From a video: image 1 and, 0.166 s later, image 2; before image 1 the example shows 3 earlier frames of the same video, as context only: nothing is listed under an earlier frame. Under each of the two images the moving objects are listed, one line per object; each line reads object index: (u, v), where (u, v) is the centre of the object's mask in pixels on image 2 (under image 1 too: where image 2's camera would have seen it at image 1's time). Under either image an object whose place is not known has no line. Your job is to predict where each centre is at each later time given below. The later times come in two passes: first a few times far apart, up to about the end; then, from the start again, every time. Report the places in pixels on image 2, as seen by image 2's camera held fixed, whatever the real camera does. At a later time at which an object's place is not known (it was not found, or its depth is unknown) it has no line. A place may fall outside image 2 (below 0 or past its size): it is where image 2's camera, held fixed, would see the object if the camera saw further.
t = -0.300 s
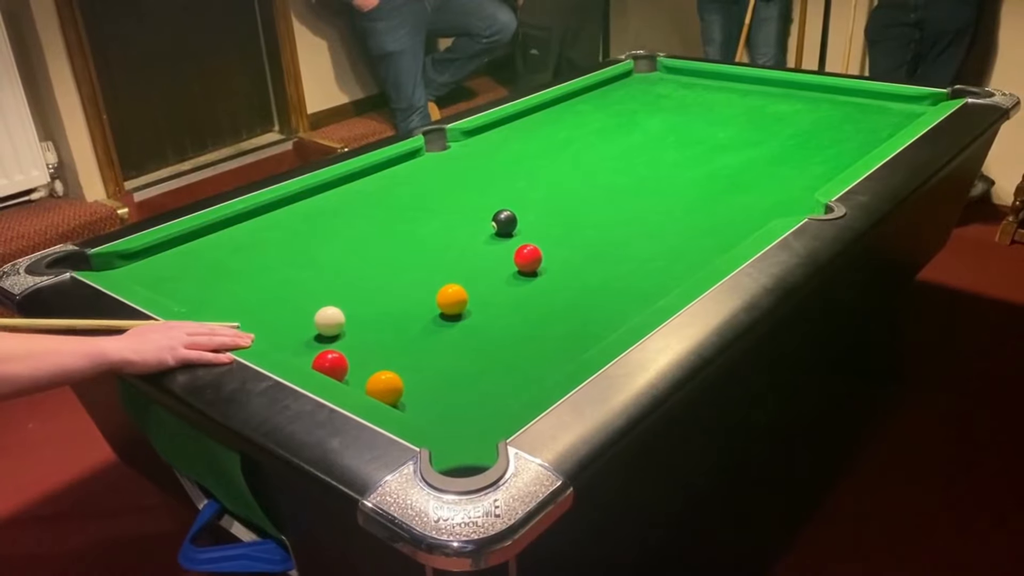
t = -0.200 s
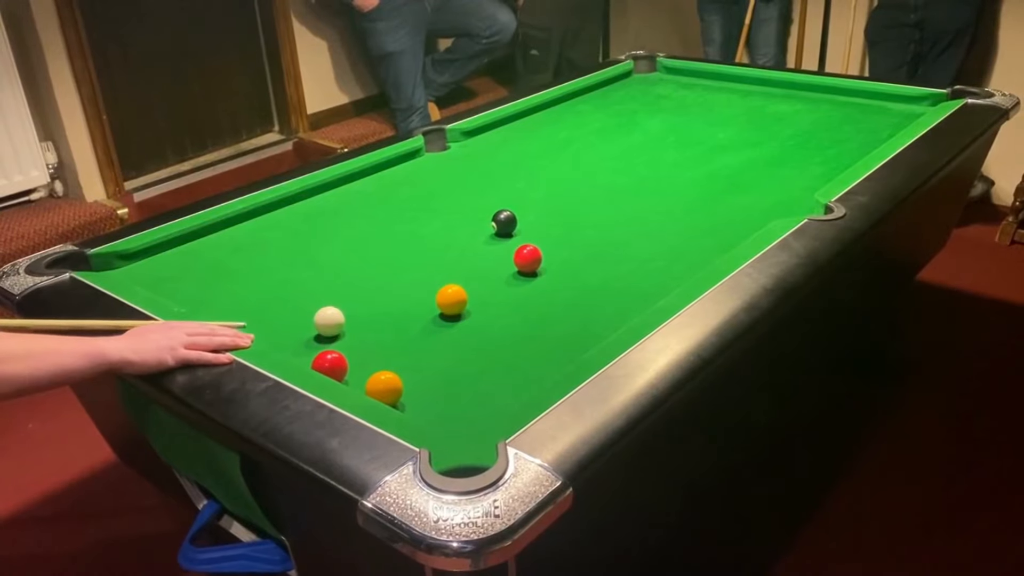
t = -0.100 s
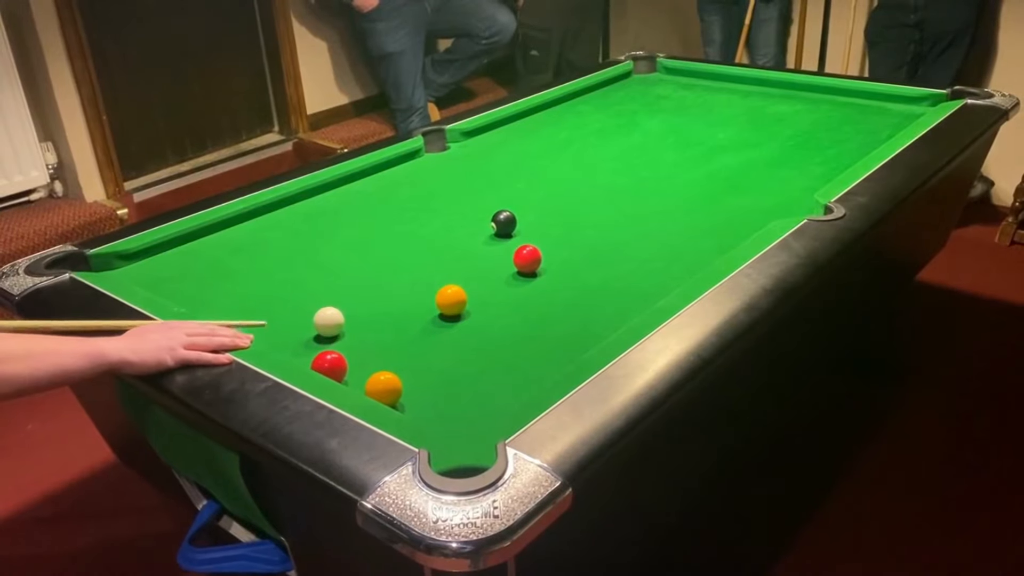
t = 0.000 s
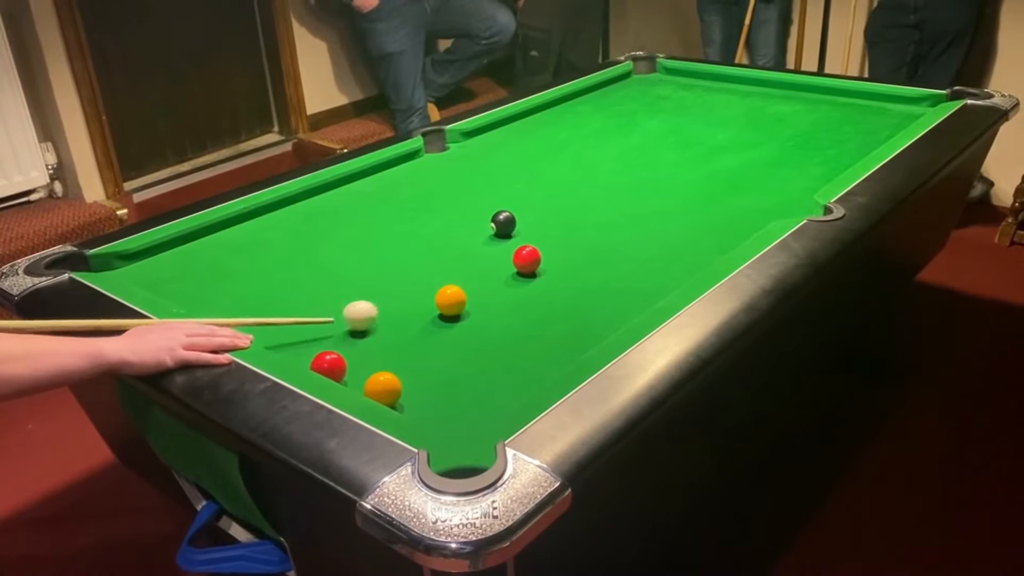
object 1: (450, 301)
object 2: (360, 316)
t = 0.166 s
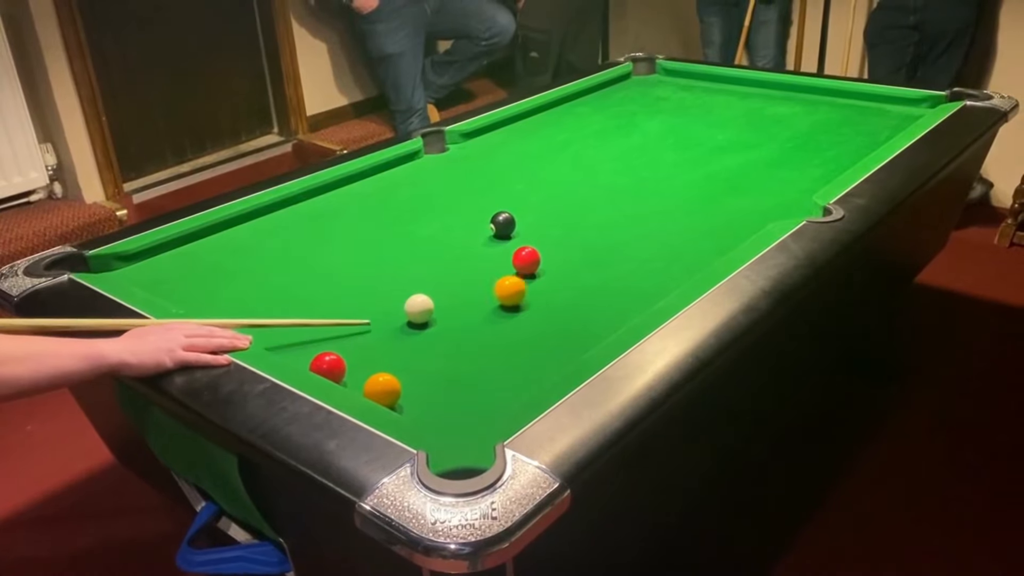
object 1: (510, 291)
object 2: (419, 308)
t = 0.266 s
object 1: (555, 283)
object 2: (424, 308)
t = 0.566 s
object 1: (675, 262)
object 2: (432, 308)
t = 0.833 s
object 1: (716, 239)
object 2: (432, 308)
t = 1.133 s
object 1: (716, 212)
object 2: (431, 308)
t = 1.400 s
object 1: (717, 193)
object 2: (431, 308)
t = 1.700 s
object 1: (718, 175)
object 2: (431, 308)
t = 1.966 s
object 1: (718, 163)
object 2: (431, 308)
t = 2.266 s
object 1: (719, 152)
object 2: (431, 308)
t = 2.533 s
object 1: (719, 144)
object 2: (430, 308)
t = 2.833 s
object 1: (719, 137)
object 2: (430, 308)
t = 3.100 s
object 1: (718, 133)
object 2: (430, 307)
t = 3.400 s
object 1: (718, 129)
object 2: (430, 308)
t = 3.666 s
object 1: (717, 127)
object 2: (430, 308)
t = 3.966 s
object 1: (717, 127)
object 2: (430, 308)
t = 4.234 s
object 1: (717, 127)
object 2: (431, 308)
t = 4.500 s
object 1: (718, 127)
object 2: (431, 307)
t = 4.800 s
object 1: (718, 127)
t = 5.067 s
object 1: (719, 127)
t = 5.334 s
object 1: (720, 127)
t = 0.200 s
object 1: (526, 288)
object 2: (421, 308)
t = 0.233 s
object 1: (541, 286)
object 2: (422, 308)
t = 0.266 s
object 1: (555, 283)
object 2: (424, 308)
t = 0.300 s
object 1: (569, 281)
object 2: (425, 308)
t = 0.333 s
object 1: (583, 278)
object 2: (426, 308)
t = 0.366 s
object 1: (597, 276)
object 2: (427, 308)
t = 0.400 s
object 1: (610, 274)
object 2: (428, 308)
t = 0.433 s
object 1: (623, 271)
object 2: (429, 308)
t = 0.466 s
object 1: (637, 269)
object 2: (430, 308)
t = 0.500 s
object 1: (650, 267)
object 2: (431, 308)
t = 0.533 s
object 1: (663, 265)
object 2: (431, 307)
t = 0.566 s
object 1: (675, 262)
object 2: (432, 308)
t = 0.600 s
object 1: (688, 261)
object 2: (432, 307)
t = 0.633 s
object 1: (700, 258)
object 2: (432, 308)
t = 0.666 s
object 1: (711, 254)
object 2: (432, 308)
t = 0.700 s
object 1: (715, 251)
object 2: (432, 307)
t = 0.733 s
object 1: (715, 248)
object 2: (432, 308)
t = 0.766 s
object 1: (716, 245)
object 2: (432, 308)
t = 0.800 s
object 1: (716, 242)
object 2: (432, 308)
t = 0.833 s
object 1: (716, 239)
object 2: (432, 308)
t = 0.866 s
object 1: (716, 235)
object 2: (432, 308)
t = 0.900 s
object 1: (716, 232)
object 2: (432, 308)
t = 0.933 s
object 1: (716, 229)
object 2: (431, 308)
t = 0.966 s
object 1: (716, 226)
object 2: (431, 308)
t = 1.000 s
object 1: (716, 223)
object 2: (431, 308)
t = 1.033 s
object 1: (716, 220)
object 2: (431, 308)
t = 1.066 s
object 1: (717, 217)
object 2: (431, 308)
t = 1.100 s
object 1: (717, 214)
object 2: (431, 307)
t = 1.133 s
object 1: (716, 212)
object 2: (431, 308)
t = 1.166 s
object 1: (716, 209)
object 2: (431, 308)
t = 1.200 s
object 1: (716, 207)
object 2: (431, 308)
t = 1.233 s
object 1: (716, 204)
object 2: (431, 308)
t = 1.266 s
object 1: (717, 202)
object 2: (431, 308)
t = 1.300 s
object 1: (717, 199)
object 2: (431, 308)
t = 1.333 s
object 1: (717, 197)
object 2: (431, 308)
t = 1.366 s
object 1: (717, 195)
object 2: (431, 308)
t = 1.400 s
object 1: (717, 193)
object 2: (431, 308)
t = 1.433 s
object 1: (717, 191)
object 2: (431, 308)
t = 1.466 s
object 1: (717, 188)
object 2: (431, 308)
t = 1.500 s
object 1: (717, 186)
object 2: (431, 308)
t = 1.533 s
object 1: (718, 184)
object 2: (431, 308)
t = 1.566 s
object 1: (718, 183)
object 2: (431, 308)
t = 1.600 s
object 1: (718, 181)
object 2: (431, 308)
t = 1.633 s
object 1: (718, 179)
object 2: (431, 308)
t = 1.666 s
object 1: (718, 177)
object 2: (431, 308)
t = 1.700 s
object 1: (718, 175)
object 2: (431, 308)
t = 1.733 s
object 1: (718, 173)
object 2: (431, 308)
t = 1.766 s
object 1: (718, 172)
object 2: (431, 308)
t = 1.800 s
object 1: (718, 171)
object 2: (431, 308)
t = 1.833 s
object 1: (718, 169)
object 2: (431, 308)
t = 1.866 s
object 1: (719, 167)
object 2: (431, 308)
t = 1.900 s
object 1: (719, 166)
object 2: (431, 308)
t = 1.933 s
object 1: (719, 164)
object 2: (431, 308)
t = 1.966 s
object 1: (718, 163)
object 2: (431, 308)
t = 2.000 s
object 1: (719, 161)
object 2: (431, 308)
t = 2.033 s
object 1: (719, 160)
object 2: (431, 308)
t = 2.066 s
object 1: (719, 159)
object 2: (431, 308)
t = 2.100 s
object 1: (719, 158)
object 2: (431, 308)
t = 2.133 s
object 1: (719, 156)
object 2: (431, 308)
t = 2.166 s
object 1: (719, 155)
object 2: (431, 308)
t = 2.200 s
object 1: (719, 154)
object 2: (431, 308)
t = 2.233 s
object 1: (719, 153)
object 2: (431, 308)
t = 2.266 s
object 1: (719, 152)
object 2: (431, 308)
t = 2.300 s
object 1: (719, 151)
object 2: (431, 308)
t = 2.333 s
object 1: (719, 150)
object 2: (431, 308)
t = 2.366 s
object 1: (718, 149)
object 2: (431, 308)
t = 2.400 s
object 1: (718, 148)
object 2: (431, 308)
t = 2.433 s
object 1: (719, 147)
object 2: (431, 308)
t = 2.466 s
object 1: (719, 146)
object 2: (431, 308)
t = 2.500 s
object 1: (719, 145)
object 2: (431, 307)
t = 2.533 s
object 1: (719, 144)
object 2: (430, 308)
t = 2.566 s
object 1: (718, 143)
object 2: (431, 308)
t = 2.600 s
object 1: (718, 142)
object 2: (430, 308)
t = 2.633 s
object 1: (719, 142)
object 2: (430, 308)
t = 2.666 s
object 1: (719, 141)
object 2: (430, 308)
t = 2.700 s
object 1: (719, 140)
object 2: (430, 308)
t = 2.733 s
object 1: (719, 139)
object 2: (430, 308)
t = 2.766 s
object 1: (719, 139)
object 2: (430, 308)
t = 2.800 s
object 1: (719, 138)
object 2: (430, 308)
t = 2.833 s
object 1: (719, 137)
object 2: (430, 308)
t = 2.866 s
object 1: (718, 137)
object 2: (430, 308)
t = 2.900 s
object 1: (718, 136)
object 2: (430, 308)
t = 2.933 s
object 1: (719, 136)
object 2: (430, 308)
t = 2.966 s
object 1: (718, 135)
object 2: (430, 308)
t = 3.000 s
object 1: (719, 134)
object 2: (430, 308)
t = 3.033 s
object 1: (719, 134)
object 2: (430, 308)
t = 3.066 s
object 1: (719, 133)
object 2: (430, 308)
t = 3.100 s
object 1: (718, 133)
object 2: (430, 307)
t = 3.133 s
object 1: (719, 132)
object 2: (430, 308)
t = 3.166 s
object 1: (719, 131)
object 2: (430, 308)
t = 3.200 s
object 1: (718, 131)
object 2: (430, 308)
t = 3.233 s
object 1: (718, 131)
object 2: (430, 308)
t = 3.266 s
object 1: (718, 131)
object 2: (430, 308)
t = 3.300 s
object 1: (718, 130)
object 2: (430, 308)
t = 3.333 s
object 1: (718, 129)
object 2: (430, 308)
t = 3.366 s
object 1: (718, 130)
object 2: (430, 308)
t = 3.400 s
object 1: (718, 129)
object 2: (430, 308)
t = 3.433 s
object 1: (717, 129)
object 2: (430, 308)
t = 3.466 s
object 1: (717, 129)
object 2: (430, 308)
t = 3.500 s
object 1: (717, 128)
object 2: (430, 307)
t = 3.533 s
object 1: (717, 128)
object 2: (430, 307)
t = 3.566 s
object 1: (717, 128)
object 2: (430, 308)
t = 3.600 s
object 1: (717, 128)
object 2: (430, 308)
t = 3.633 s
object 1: (717, 128)
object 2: (430, 307)
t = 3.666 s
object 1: (717, 127)
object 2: (430, 308)
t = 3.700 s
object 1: (717, 127)
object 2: (430, 307)
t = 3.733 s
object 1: (717, 127)
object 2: (430, 308)
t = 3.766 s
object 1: (717, 127)
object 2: (430, 308)
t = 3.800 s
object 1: (717, 127)
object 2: (430, 308)
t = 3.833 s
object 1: (717, 127)
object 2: (430, 308)
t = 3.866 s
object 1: (717, 127)
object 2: (430, 308)
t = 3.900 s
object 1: (717, 127)
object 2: (430, 308)
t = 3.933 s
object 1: (716, 127)
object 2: (430, 308)
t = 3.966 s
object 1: (717, 127)
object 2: (430, 308)
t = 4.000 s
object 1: (716, 127)
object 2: (430, 308)
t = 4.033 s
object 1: (716, 127)
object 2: (430, 308)
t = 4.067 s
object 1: (717, 127)
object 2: (430, 308)
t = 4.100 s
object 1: (717, 127)
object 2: (430, 308)
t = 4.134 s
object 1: (717, 127)
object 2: (430, 308)
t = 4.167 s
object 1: (717, 127)
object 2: (431, 307)
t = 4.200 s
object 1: (717, 127)
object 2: (431, 308)
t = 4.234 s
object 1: (717, 127)
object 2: (431, 308)
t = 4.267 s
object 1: (717, 127)
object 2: (431, 308)
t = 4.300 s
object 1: (717, 127)
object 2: (431, 308)
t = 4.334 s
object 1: (717, 127)
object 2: (431, 307)
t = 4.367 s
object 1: (718, 127)
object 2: (431, 307)
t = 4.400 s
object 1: (717, 127)
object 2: (431, 307)
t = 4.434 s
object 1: (718, 127)
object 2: (431, 307)
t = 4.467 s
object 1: (718, 127)
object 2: (431, 307)
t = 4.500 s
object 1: (718, 127)
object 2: (431, 307)
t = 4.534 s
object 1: (718, 127)
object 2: (432, 307)
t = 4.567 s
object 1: (718, 127)
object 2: (431, 307)
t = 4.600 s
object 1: (718, 127)
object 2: (431, 307)
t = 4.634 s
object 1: (718, 127)
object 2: (432, 307)
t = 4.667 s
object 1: (718, 127)
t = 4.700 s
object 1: (718, 127)
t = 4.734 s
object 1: (718, 127)
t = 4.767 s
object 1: (718, 127)
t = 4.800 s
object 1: (718, 127)
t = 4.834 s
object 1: (719, 127)
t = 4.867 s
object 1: (719, 127)
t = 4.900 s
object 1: (718, 127)
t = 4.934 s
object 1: (719, 127)
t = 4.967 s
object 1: (719, 127)
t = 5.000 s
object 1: (719, 127)
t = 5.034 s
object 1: (719, 127)
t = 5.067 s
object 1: (719, 127)
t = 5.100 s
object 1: (719, 127)
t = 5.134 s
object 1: (720, 127)
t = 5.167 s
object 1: (720, 127)
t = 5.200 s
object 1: (719, 127)
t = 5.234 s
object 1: (720, 127)
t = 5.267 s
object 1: (720, 127)
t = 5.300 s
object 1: (720, 127)
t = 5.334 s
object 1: (720, 127)
